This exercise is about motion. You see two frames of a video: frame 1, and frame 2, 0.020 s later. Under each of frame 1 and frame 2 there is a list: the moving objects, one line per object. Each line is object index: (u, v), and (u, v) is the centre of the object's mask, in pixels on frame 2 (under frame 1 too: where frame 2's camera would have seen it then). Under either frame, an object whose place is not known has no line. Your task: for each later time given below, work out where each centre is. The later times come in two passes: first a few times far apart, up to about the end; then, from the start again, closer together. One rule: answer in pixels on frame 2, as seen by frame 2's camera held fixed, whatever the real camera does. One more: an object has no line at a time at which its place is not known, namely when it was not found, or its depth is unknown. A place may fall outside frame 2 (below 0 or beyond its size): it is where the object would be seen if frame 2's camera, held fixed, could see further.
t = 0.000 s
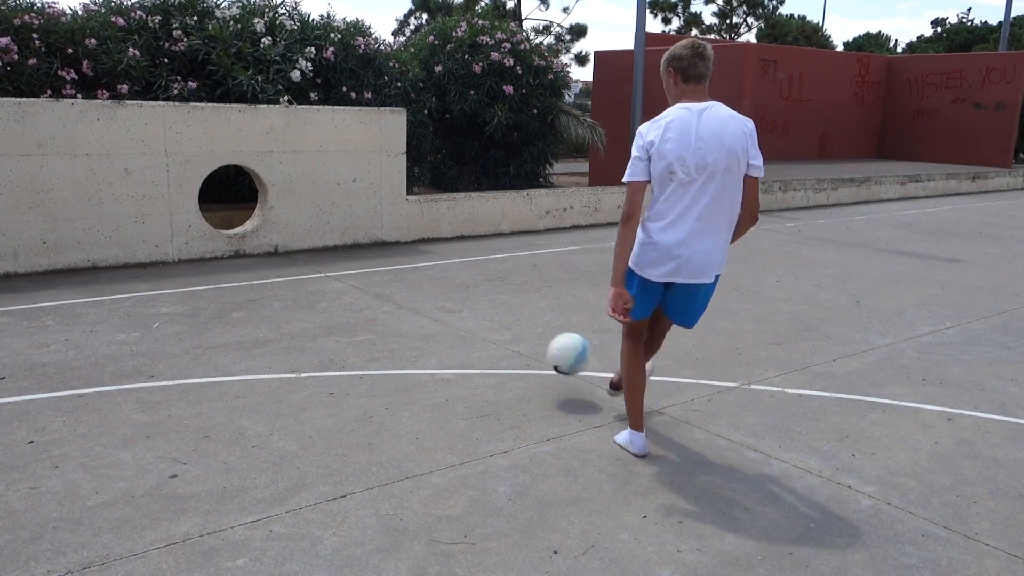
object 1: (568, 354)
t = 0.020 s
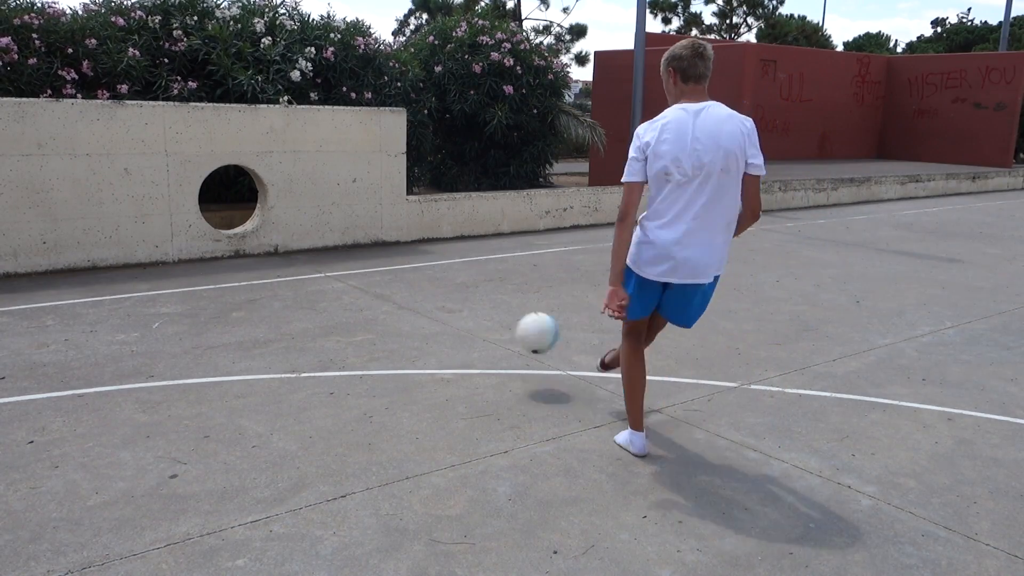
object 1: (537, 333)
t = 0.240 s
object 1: (283, 199)
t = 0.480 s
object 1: (164, 182)
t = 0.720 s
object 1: (245, 278)
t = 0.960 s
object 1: (337, 287)
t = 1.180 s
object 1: (447, 314)
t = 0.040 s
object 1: (507, 314)
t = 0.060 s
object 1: (479, 296)
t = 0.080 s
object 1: (453, 279)
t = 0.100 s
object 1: (428, 265)
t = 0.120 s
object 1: (404, 252)
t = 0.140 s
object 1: (382, 241)
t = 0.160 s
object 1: (360, 231)
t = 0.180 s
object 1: (339, 219)
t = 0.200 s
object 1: (320, 212)
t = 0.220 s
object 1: (302, 205)
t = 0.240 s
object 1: (283, 199)
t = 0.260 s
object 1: (266, 193)
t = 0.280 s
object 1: (251, 189)
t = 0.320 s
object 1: (220, 182)
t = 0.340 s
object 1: (206, 179)
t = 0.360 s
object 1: (192, 177)
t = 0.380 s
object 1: (179, 175)
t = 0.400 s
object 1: (166, 175)
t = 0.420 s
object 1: (154, 175)
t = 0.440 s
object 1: (154, 176)
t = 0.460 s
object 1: (158, 179)
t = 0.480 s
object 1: (164, 182)
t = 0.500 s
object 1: (169, 185)
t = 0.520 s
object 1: (174, 190)
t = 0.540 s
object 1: (180, 195)
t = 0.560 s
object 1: (187, 201)
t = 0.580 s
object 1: (193, 207)
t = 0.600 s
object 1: (200, 215)
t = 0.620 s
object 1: (207, 222)
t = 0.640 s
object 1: (213, 232)
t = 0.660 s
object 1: (221, 242)
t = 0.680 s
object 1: (229, 253)
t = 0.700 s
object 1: (237, 264)
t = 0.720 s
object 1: (245, 278)
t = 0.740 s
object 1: (254, 292)
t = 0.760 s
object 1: (263, 308)
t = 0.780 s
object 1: (272, 325)
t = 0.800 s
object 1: (279, 325)
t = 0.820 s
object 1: (285, 319)
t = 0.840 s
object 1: (292, 312)
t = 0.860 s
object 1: (299, 307)
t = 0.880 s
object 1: (306, 302)
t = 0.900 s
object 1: (313, 297)
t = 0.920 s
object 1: (321, 293)
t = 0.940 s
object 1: (329, 290)
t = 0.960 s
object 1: (337, 287)
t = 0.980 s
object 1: (345, 286)
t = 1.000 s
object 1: (355, 284)
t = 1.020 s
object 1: (364, 285)
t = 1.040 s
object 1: (372, 284)
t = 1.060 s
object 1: (383, 286)
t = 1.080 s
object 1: (393, 287)
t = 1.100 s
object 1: (403, 290)
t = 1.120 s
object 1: (414, 295)
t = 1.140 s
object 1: (424, 300)
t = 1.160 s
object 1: (436, 306)
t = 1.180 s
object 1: (447, 314)
